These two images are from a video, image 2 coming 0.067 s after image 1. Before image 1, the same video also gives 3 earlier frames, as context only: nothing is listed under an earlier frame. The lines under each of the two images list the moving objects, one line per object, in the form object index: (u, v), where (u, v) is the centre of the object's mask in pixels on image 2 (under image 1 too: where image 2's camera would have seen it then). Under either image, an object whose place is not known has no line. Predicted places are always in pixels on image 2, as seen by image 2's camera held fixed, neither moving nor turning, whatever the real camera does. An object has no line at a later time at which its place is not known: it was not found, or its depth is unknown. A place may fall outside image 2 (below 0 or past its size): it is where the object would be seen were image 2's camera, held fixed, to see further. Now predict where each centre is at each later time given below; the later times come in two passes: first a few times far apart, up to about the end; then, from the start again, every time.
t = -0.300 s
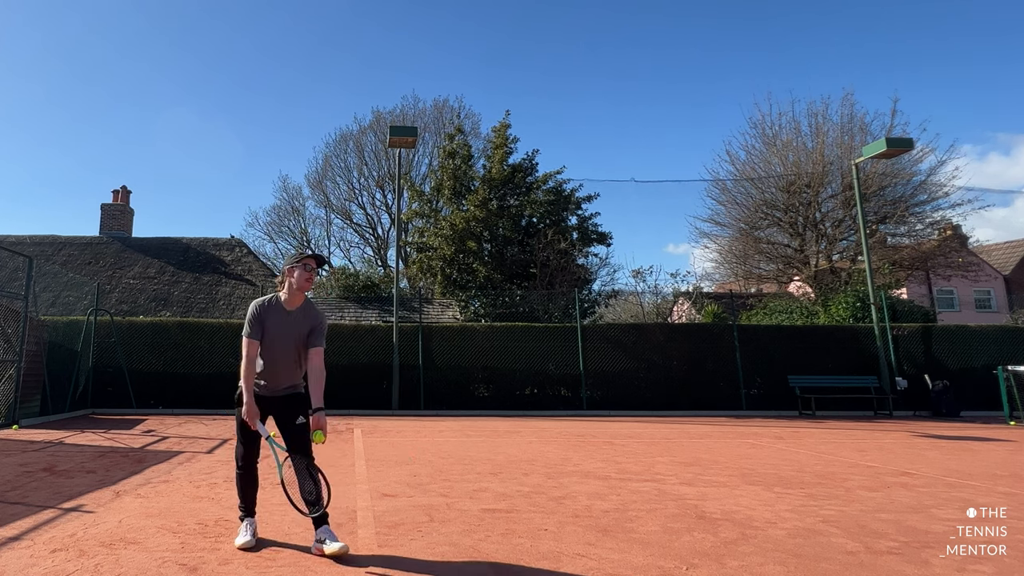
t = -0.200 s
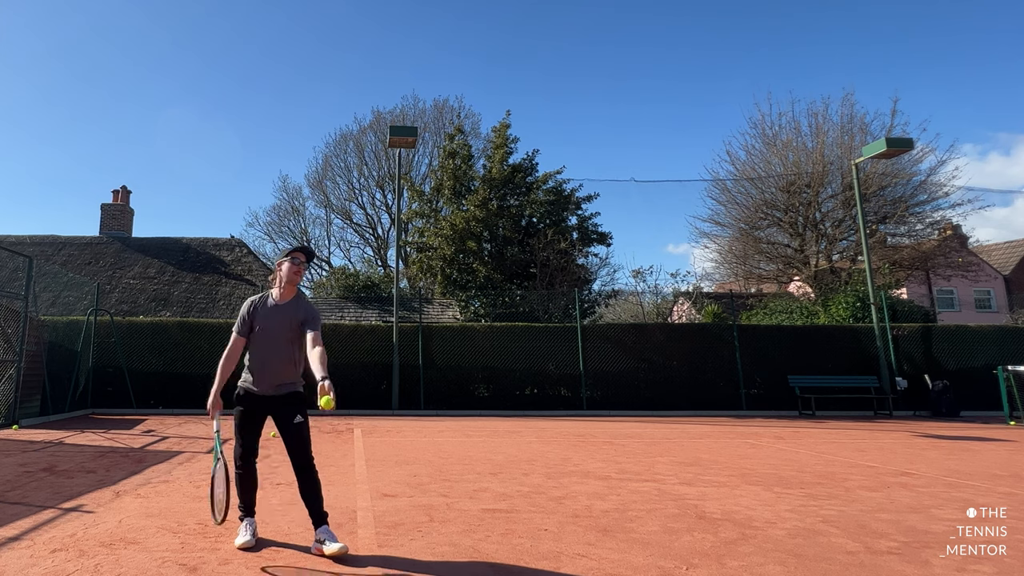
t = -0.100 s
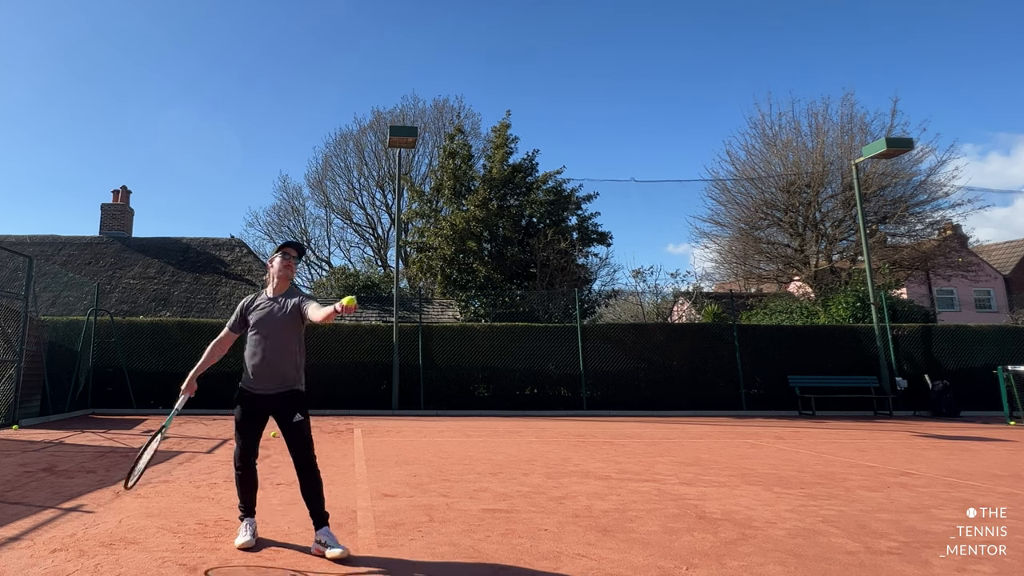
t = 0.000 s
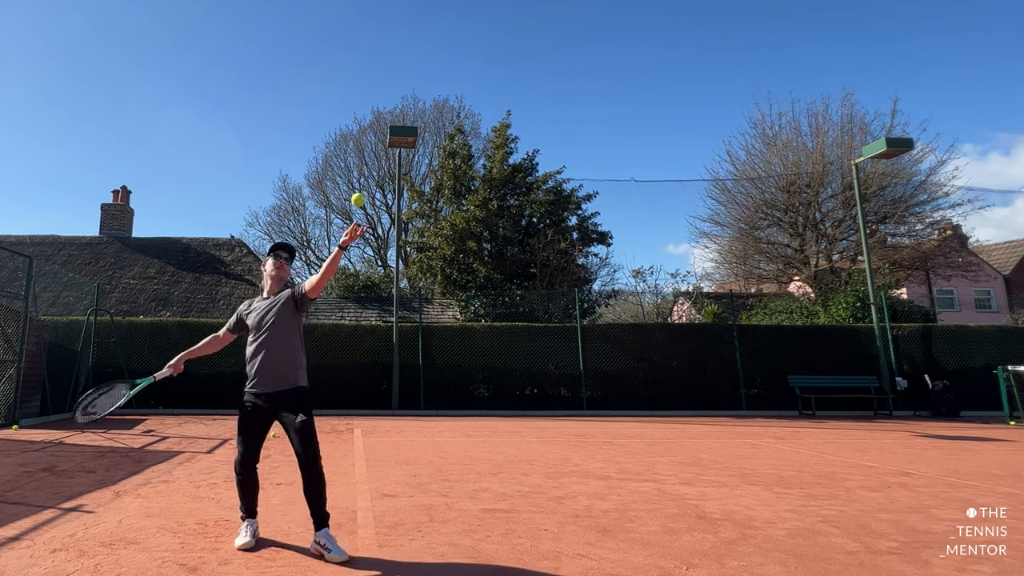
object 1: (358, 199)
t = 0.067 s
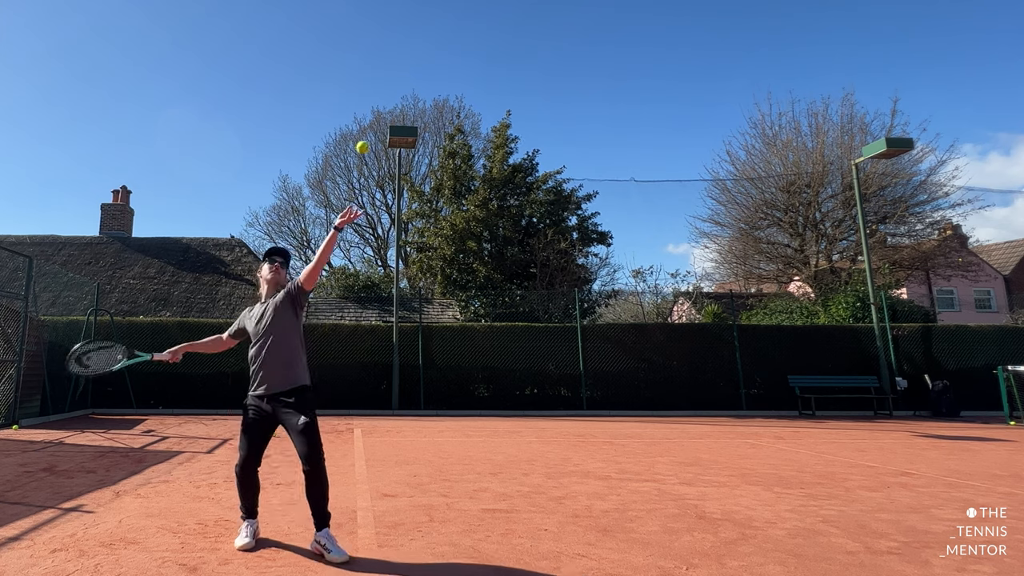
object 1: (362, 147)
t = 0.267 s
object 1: (374, 52)
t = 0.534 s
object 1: (388, 38)
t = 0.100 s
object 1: (364, 125)
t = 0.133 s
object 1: (366, 106)
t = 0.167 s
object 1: (369, 89)
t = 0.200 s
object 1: (371, 75)
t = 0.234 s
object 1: (372, 63)
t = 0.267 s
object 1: (374, 52)
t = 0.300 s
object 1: (376, 45)
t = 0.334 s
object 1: (378, 39)
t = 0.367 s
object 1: (380, 34)
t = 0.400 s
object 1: (381, 31)
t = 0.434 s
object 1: (383, 30)
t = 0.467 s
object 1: (385, 31)
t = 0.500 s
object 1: (386, 34)
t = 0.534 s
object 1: (388, 38)
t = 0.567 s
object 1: (390, 43)
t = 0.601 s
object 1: (391, 51)
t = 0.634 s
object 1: (393, 59)
